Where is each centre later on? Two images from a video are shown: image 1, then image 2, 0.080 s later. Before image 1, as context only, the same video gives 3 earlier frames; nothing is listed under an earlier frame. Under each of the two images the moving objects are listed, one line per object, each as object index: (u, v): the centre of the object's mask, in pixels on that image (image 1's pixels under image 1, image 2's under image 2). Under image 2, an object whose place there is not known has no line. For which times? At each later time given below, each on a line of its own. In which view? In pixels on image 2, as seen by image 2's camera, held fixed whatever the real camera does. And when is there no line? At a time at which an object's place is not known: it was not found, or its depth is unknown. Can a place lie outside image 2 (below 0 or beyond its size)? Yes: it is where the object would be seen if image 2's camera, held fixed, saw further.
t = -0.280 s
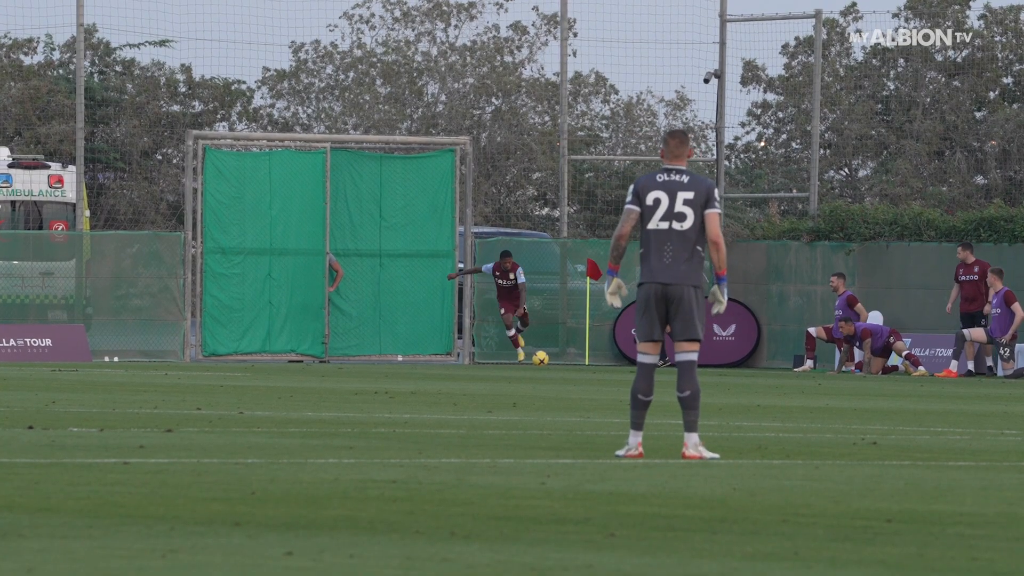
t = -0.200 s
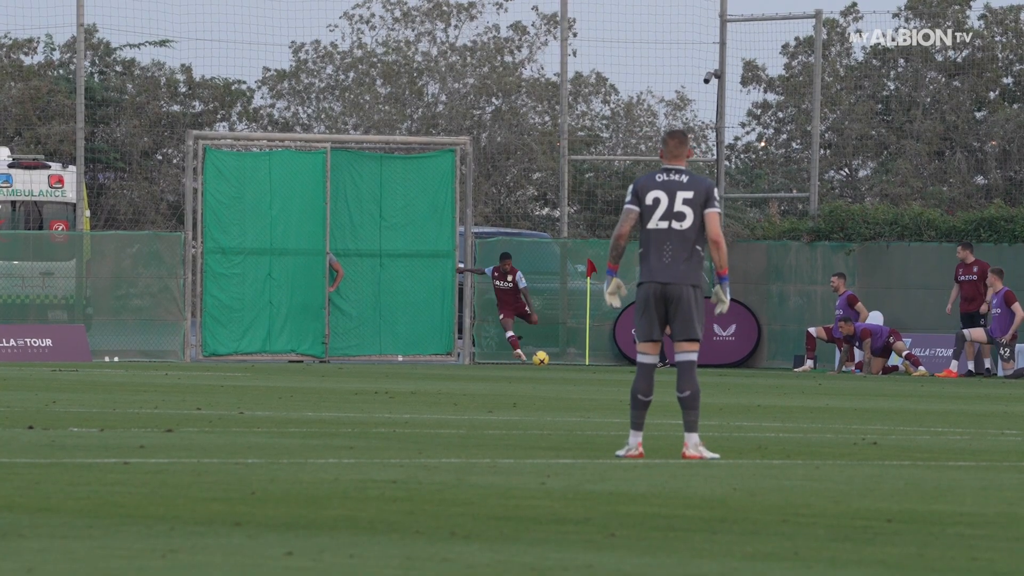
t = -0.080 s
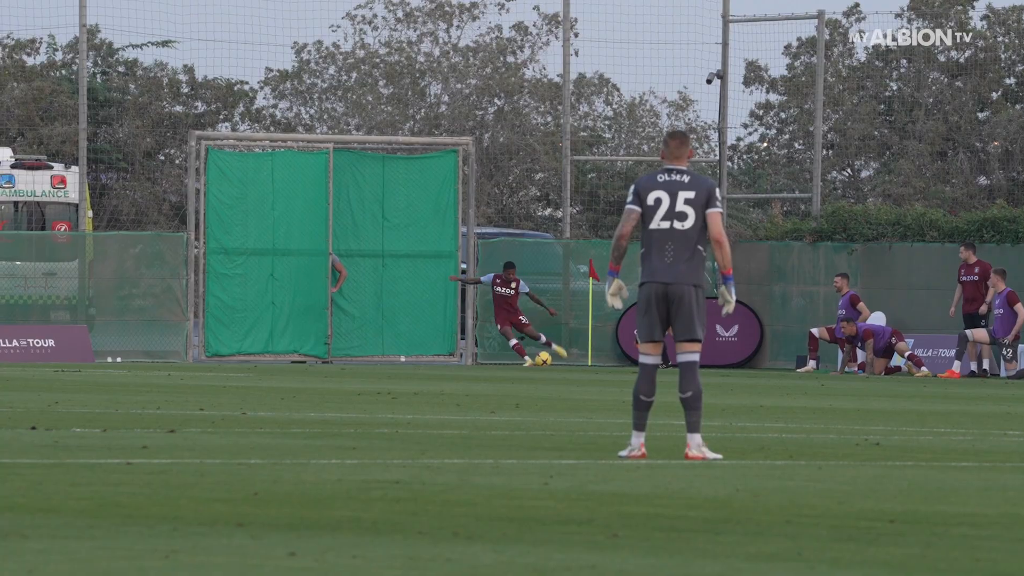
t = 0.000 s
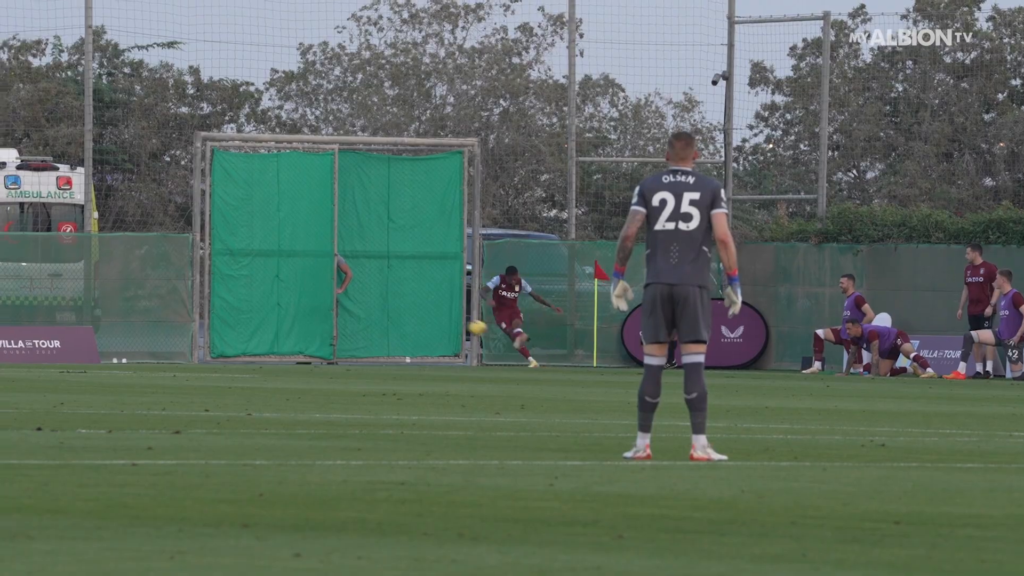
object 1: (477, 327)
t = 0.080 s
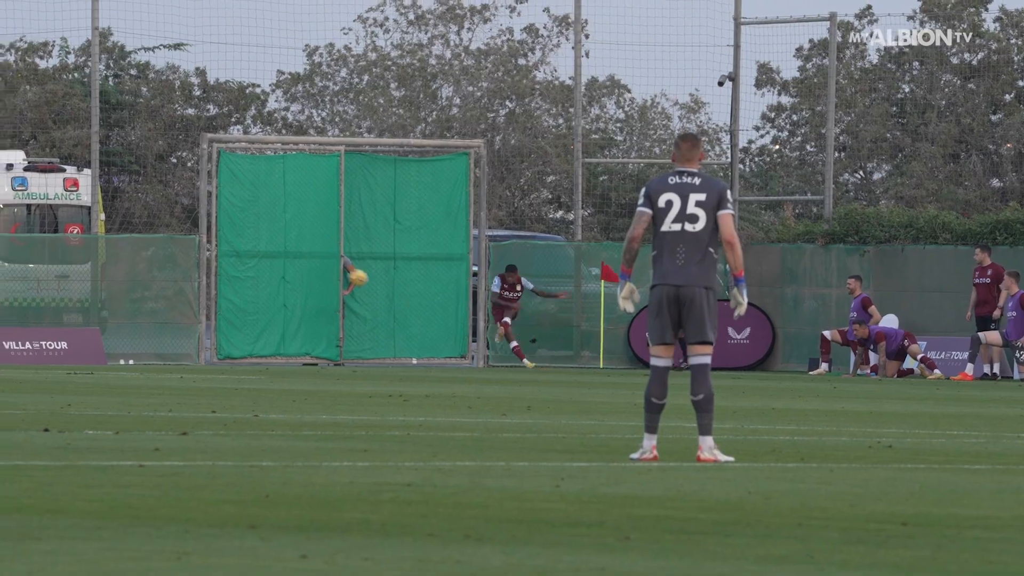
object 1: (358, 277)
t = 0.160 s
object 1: (230, 233)
